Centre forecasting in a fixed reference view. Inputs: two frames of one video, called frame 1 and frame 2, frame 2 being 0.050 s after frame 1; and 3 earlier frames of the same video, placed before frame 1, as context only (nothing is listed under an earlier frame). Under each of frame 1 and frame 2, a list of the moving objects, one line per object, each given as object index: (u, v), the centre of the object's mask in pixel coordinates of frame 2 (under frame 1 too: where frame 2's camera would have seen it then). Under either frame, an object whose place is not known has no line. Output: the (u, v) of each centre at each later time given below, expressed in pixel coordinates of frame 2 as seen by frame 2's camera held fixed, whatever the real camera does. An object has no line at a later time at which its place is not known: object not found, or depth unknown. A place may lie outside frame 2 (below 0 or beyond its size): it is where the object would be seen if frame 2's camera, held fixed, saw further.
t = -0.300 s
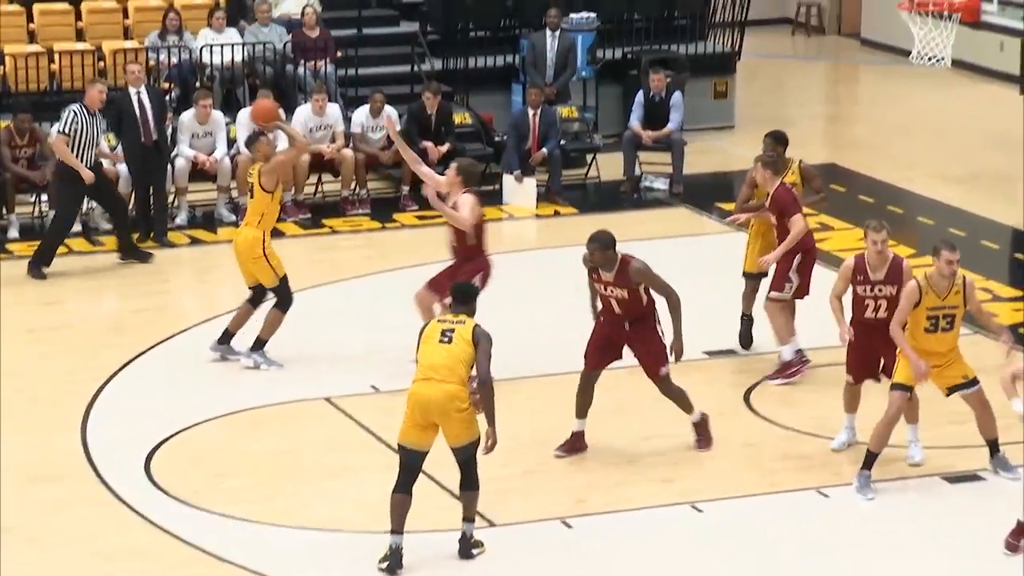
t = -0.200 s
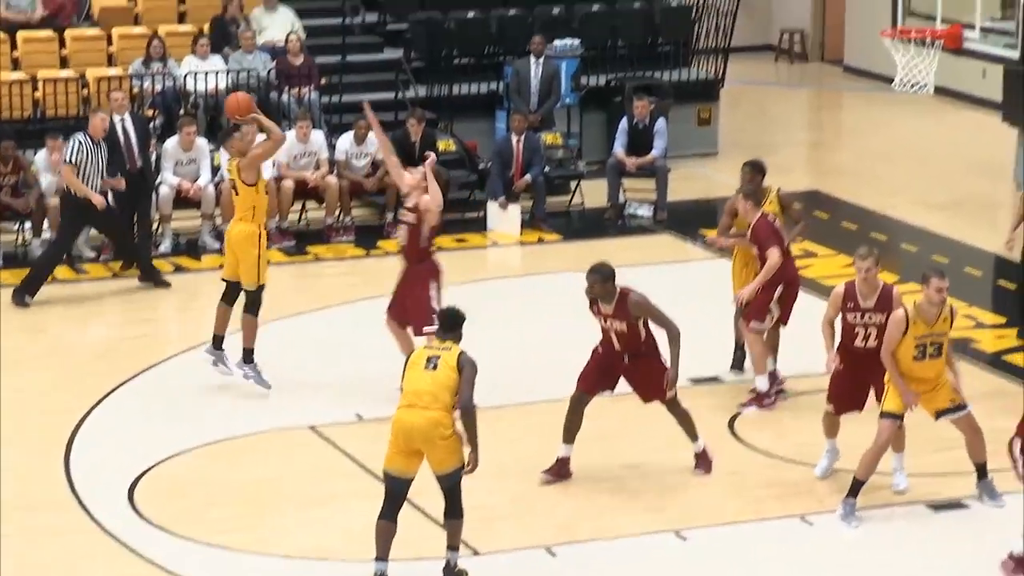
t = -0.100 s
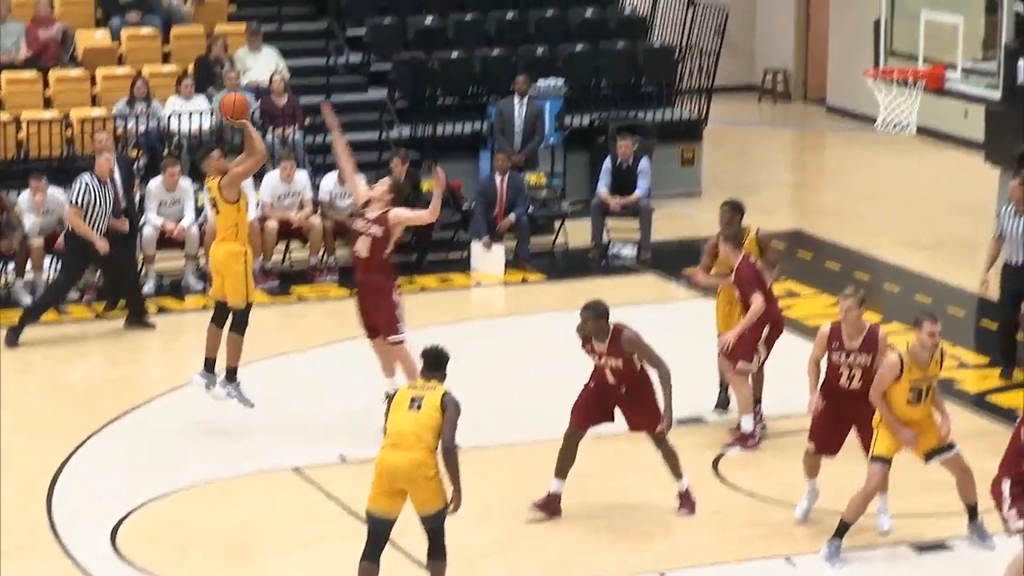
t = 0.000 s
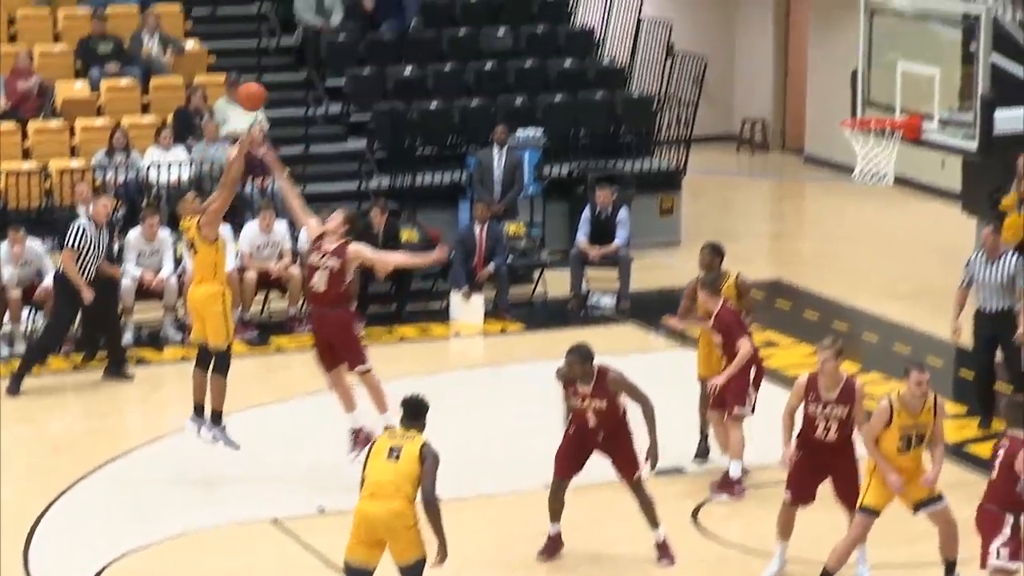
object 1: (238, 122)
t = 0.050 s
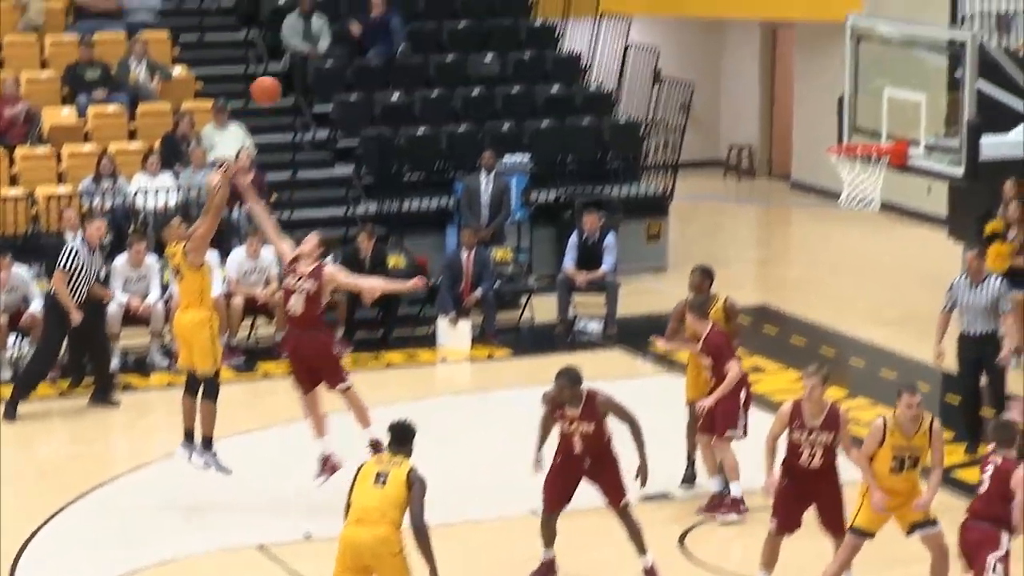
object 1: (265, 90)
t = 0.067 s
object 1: (275, 81)
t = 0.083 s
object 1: (284, 71)
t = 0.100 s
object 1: (293, 62)
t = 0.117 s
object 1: (302, 53)
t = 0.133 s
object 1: (310, 45)
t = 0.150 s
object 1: (319, 37)
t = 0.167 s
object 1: (329, 28)
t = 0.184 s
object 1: (337, 21)
